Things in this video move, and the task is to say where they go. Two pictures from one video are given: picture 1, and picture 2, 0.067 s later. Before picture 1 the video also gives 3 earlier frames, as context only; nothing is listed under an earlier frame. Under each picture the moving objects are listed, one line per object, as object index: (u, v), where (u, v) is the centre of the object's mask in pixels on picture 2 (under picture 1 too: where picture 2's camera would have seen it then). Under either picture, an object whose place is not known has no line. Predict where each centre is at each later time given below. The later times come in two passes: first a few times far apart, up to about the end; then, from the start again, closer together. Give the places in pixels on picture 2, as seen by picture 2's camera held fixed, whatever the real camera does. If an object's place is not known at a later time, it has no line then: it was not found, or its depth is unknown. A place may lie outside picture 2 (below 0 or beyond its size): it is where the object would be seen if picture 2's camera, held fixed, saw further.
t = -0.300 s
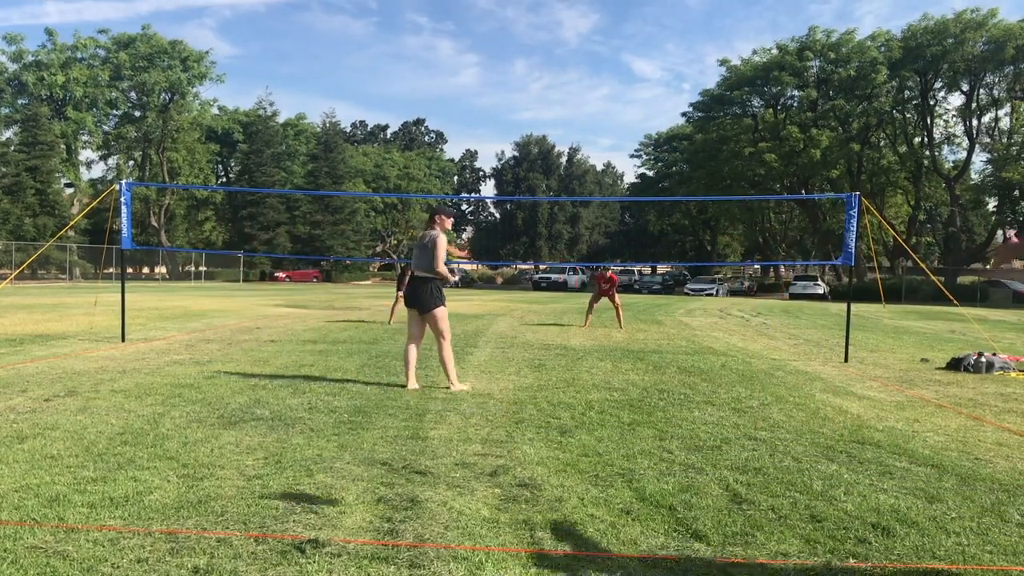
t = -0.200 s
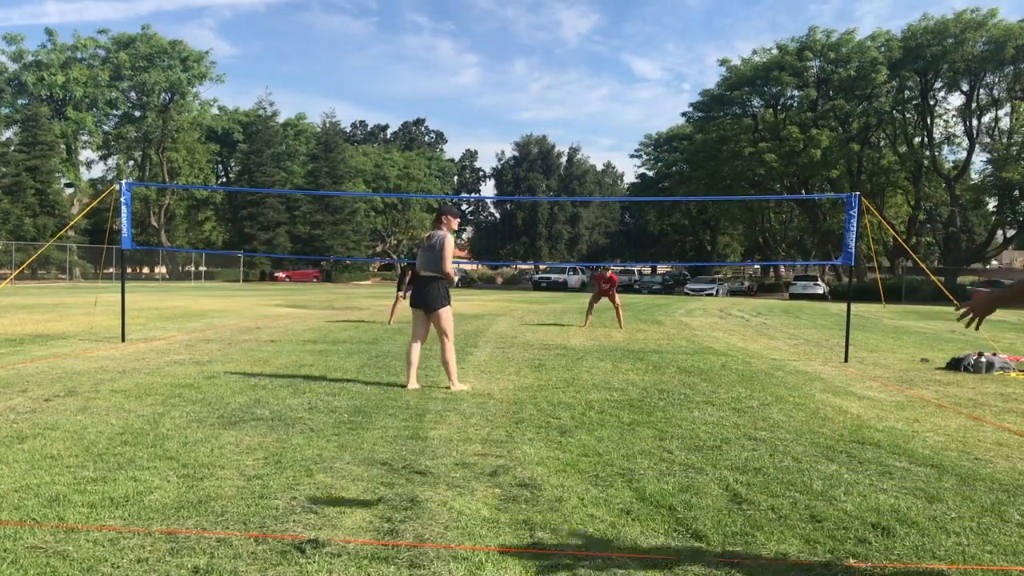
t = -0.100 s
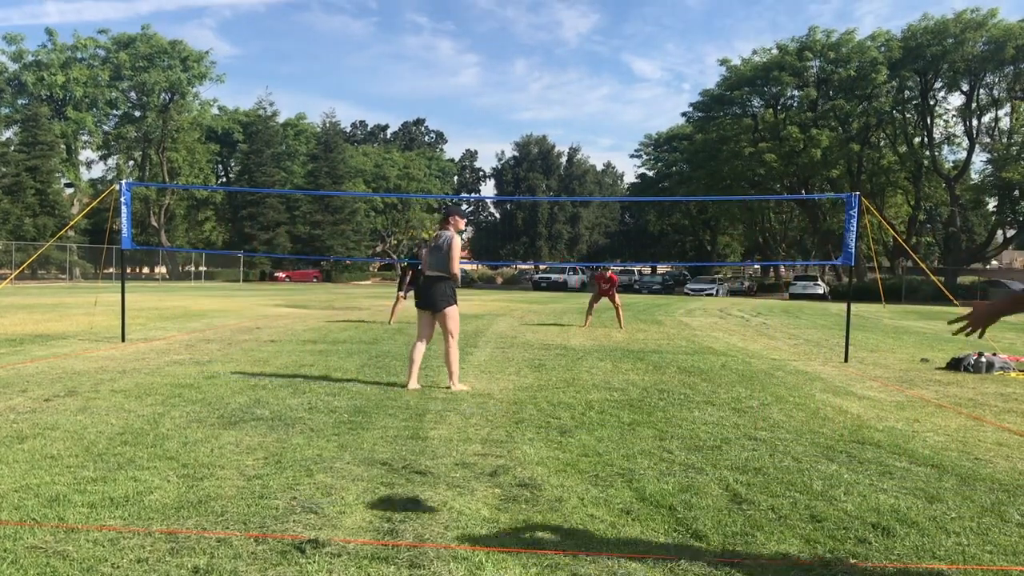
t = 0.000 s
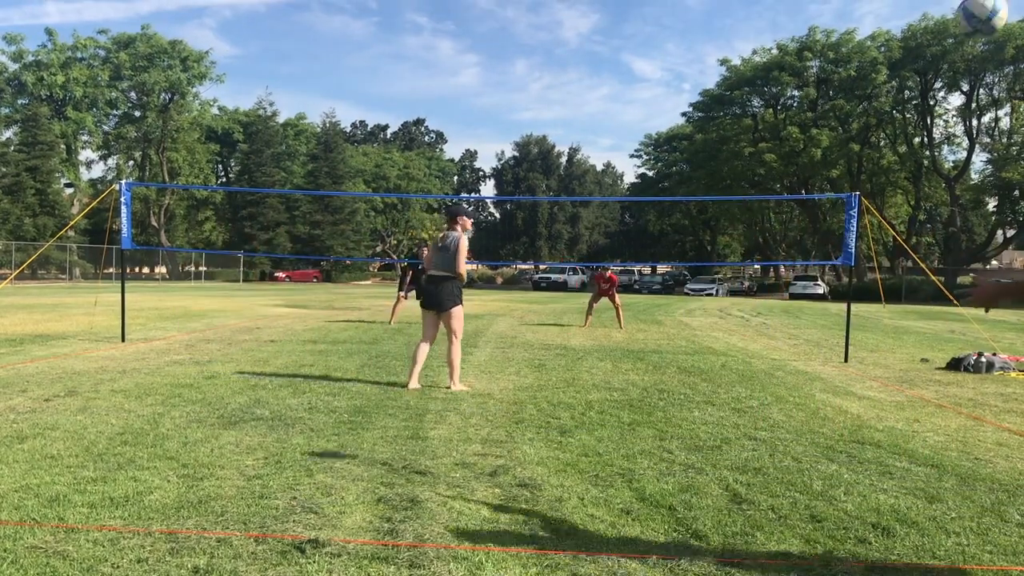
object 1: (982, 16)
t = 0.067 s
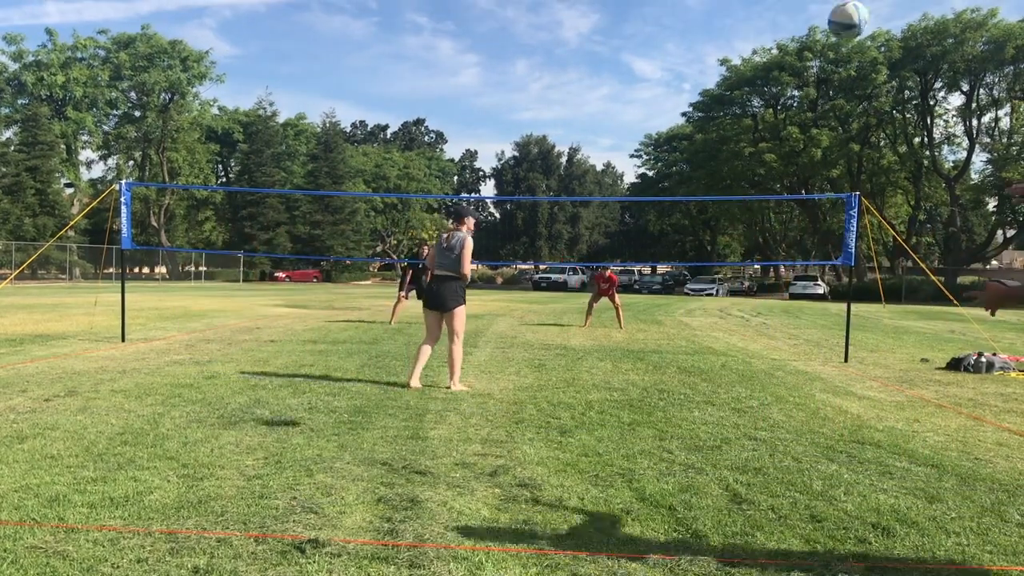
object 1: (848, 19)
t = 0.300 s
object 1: (613, 57)
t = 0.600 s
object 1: (476, 132)
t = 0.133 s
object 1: (757, 28)
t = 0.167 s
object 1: (720, 32)
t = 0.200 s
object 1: (689, 38)
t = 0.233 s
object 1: (661, 44)
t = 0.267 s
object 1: (636, 50)
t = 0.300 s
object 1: (613, 57)
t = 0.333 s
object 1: (592, 63)
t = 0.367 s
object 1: (573, 71)
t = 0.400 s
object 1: (556, 78)
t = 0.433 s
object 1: (540, 87)
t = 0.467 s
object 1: (525, 95)
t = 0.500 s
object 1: (512, 104)
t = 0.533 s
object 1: (499, 113)
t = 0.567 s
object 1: (487, 122)
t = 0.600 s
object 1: (476, 132)
